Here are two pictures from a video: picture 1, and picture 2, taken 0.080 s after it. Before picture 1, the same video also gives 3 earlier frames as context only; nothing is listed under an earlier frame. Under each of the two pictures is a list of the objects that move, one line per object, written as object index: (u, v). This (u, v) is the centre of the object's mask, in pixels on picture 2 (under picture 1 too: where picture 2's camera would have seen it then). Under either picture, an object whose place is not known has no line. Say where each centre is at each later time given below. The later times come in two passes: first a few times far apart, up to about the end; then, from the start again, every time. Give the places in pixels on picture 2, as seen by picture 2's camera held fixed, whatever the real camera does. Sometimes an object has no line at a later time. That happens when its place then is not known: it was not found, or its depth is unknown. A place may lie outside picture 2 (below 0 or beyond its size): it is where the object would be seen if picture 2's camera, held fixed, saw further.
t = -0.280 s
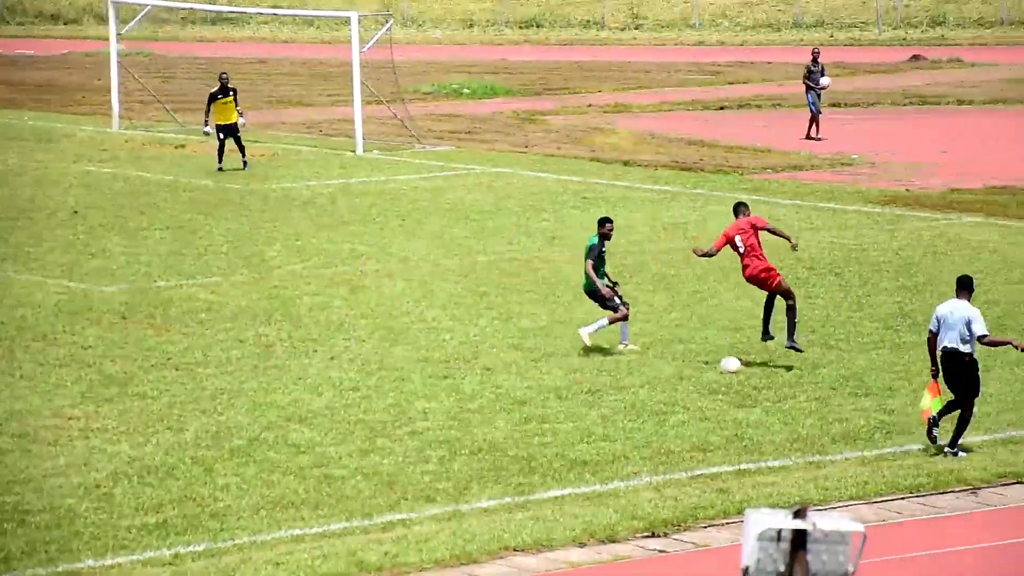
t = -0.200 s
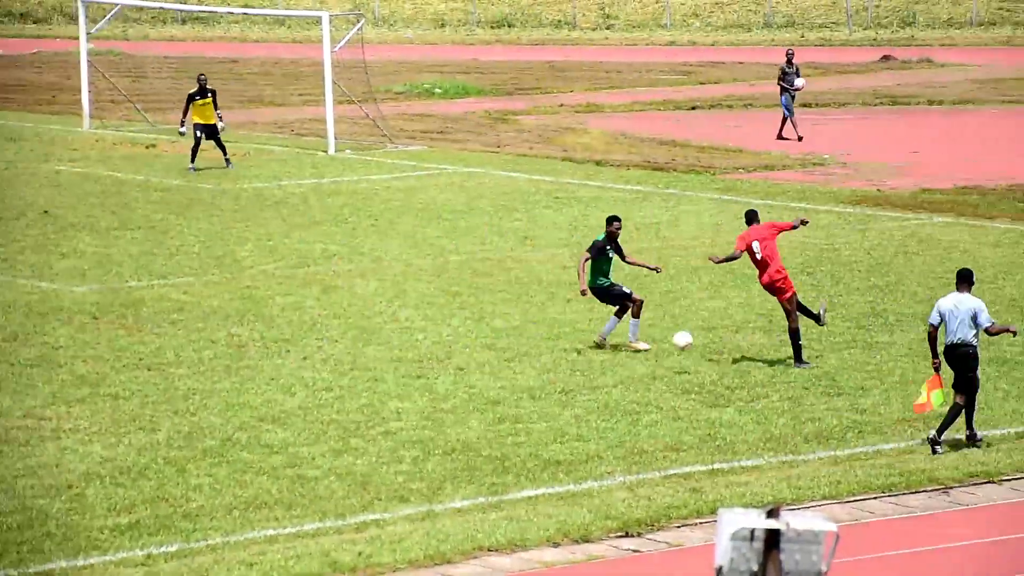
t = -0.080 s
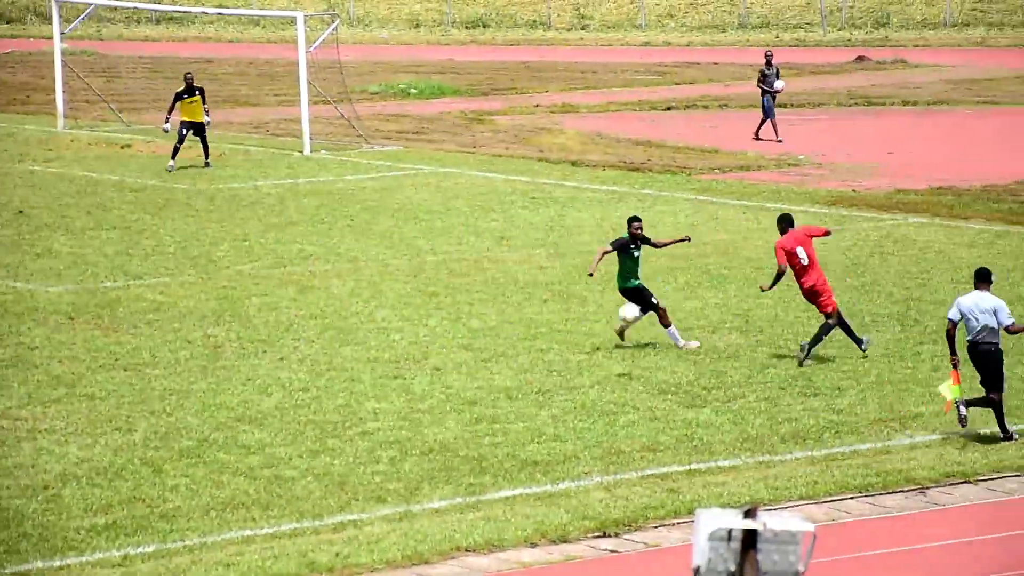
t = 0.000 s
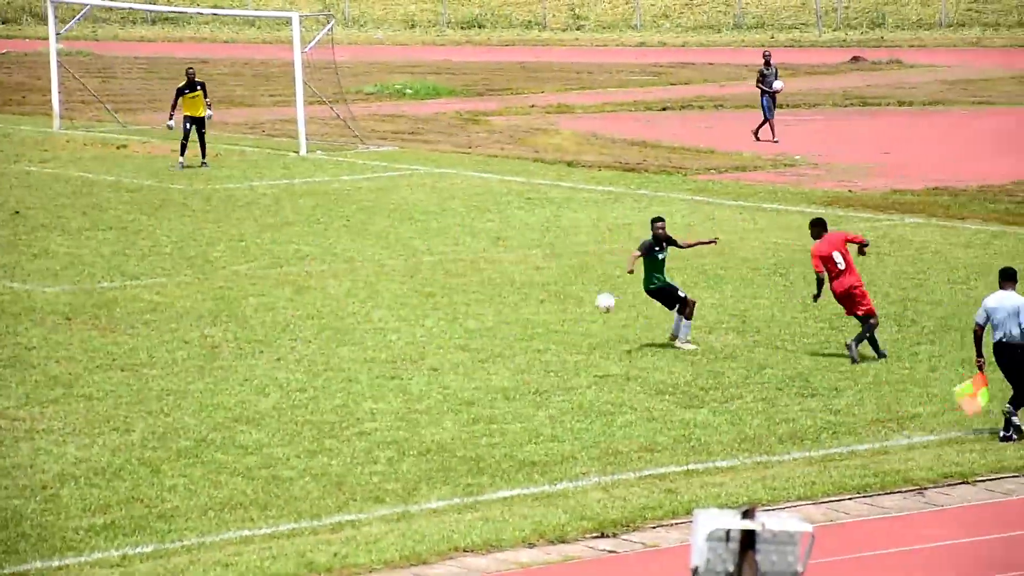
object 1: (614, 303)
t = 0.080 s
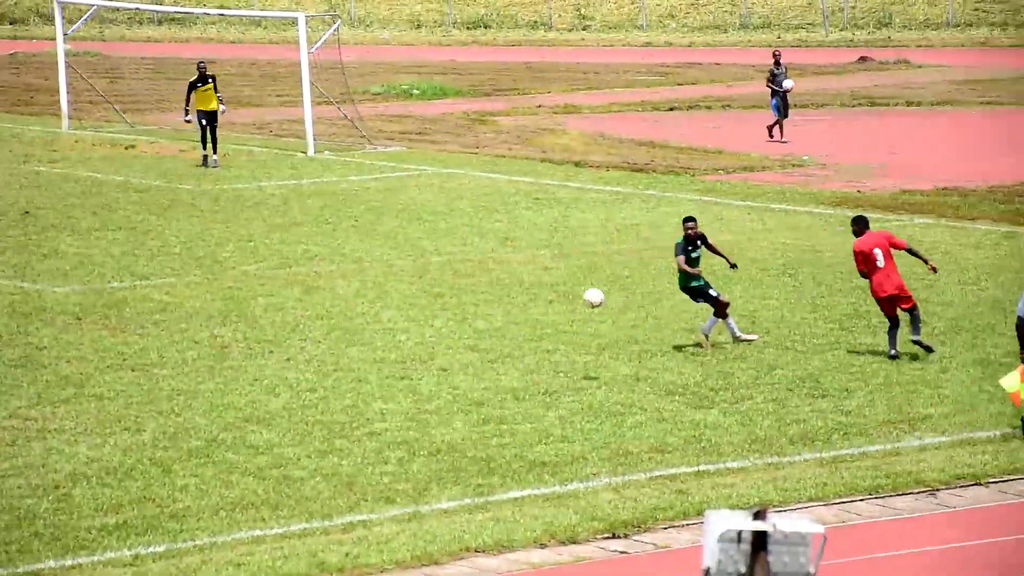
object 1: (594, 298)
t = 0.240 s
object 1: (553, 305)
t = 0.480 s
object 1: (494, 362)
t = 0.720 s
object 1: (437, 356)
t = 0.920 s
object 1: (389, 357)
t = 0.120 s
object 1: (583, 298)
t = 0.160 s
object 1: (573, 299)
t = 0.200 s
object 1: (563, 301)
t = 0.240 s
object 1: (553, 305)
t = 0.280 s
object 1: (543, 311)
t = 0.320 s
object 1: (533, 319)
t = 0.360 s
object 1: (523, 327)
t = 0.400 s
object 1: (514, 337)
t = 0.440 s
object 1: (504, 349)
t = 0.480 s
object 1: (494, 362)
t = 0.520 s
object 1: (485, 378)
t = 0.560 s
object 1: (475, 382)
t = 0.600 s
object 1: (466, 373)
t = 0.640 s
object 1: (455, 365)
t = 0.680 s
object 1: (446, 360)
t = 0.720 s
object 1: (437, 356)
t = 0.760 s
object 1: (428, 354)
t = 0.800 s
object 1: (418, 352)
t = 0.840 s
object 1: (408, 352)
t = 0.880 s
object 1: (399, 354)
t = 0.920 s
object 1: (389, 357)
